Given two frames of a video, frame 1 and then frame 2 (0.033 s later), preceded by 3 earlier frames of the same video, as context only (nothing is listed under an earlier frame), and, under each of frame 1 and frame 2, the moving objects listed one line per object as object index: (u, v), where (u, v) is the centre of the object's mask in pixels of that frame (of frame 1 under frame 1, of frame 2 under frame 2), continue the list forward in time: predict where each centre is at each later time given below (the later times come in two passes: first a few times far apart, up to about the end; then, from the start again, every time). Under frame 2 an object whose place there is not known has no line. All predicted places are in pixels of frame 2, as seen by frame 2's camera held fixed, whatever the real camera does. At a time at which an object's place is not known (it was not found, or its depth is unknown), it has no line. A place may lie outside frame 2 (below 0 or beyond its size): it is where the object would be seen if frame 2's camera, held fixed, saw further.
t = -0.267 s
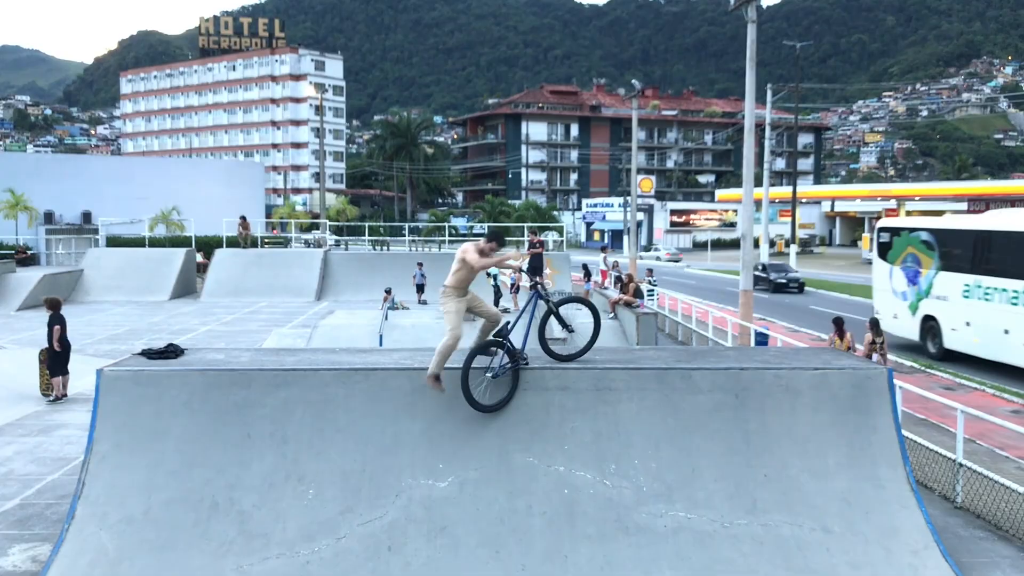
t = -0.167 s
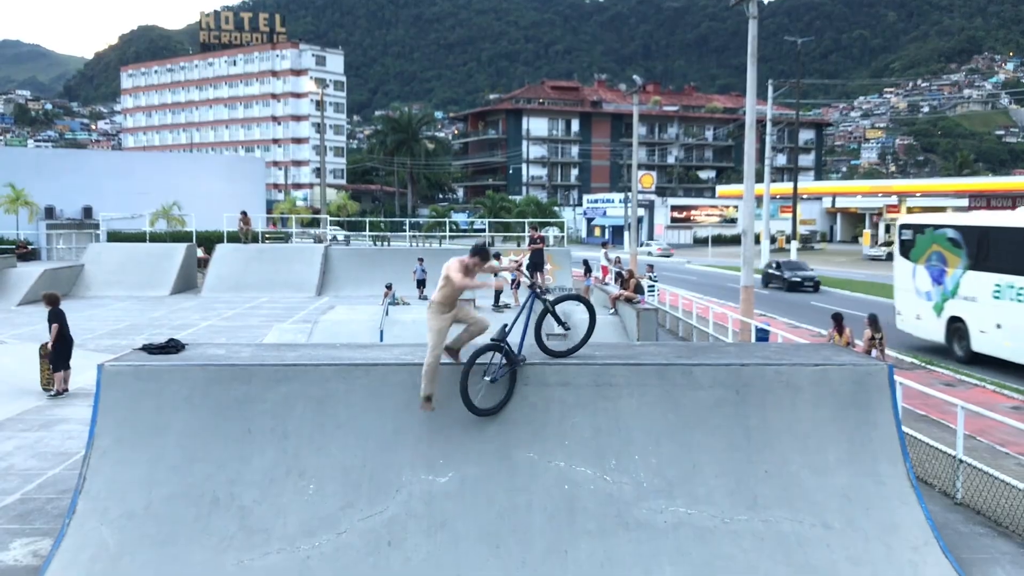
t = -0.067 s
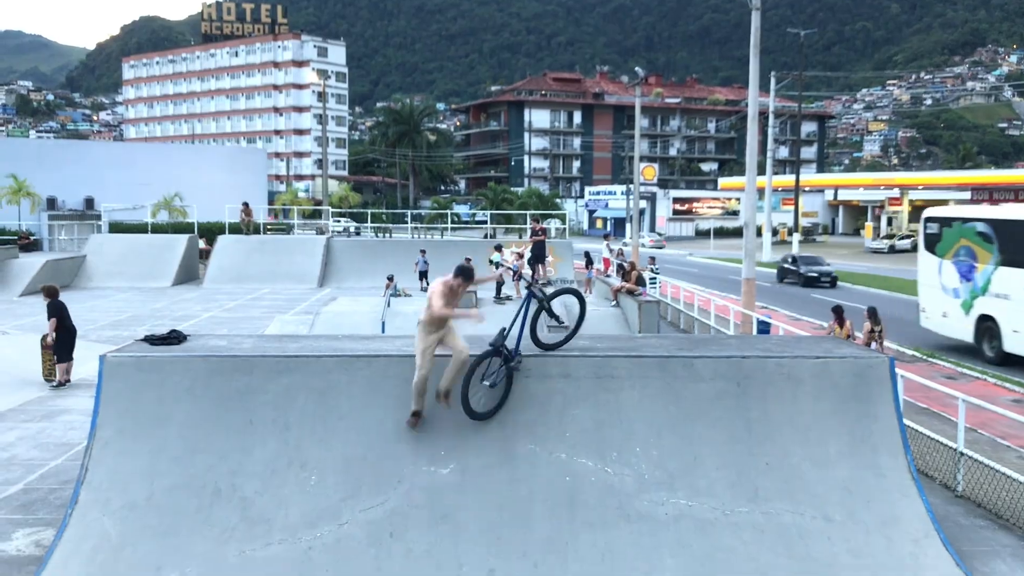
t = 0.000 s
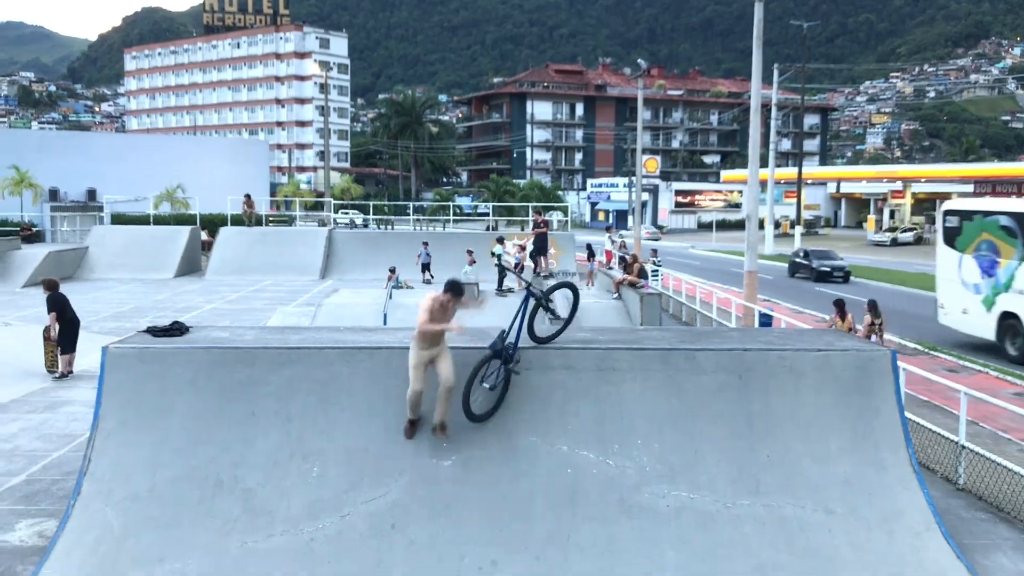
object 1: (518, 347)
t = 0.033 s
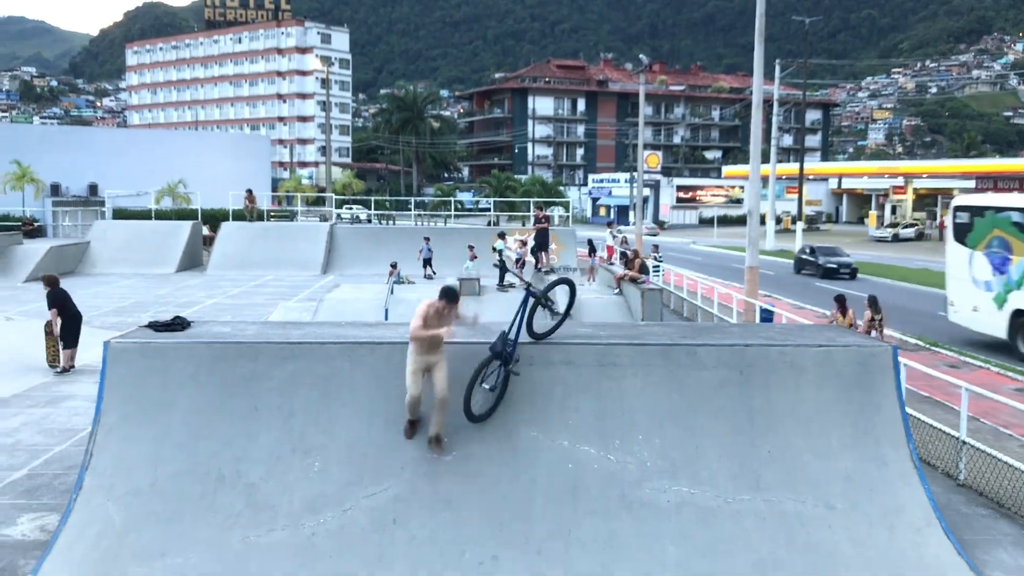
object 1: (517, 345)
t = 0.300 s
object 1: (500, 394)
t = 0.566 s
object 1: (510, 498)
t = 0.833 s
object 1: (574, 565)
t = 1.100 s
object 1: (633, 567)
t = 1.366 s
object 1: (701, 602)
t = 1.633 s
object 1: (719, 635)
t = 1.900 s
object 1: (723, 650)
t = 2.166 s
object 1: (721, 657)
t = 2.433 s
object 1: (718, 657)
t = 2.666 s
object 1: (718, 657)
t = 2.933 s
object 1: (718, 657)
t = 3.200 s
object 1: (717, 657)
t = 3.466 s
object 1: (717, 658)
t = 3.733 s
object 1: (717, 658)
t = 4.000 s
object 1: (717, 657)
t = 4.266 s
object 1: (717, 657)
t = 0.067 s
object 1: (515, 348)
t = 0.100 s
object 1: (513, 351)
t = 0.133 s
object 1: (511, 354)
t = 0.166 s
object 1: (510, 358)
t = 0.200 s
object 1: (508, 364)
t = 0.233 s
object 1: (506, 371)
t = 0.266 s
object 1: (503, 383)
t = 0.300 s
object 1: (500, 394)
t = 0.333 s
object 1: (500, 403)
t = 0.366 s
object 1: (497, 415)
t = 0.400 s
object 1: (496, 429)
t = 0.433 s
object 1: (495, 444)
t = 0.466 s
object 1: (495, 460)
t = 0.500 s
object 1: (499, 475)
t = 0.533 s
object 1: (503, 488)
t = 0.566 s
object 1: (510, 498)
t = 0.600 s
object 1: (516, 507)
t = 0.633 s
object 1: (522, 515)
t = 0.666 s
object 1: (527, 526)
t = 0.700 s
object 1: (533, 539)
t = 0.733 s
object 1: (538, 551)
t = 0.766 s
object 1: (546, 555)
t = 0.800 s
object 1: (558, 559)
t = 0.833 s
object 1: (574, 565)
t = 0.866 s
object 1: (594, 573)
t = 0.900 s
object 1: (599, 567)
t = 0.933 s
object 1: (598, 560)
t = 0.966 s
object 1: (604, 556)
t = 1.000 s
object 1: (608, 555)
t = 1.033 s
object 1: (619, 559)
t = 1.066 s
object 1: (625, 561)
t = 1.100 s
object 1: (633, 567)
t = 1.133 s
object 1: (645, 576)
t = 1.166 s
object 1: (655, 583)
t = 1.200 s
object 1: (667, 594)
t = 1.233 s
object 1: (681, 605)
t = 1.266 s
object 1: (692, 605)
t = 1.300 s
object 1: (697, 602)
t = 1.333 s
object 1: (698, 601)
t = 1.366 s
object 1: (701, 602)
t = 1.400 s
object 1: (703, 606)
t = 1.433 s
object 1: (706, 610)
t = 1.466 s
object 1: (708, 615)
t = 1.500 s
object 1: (711, 621)
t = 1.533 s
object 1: (714, 626)
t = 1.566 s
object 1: (716, 633)
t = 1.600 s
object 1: (718, 636)
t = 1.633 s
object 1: (719, 635)
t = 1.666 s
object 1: (720, 634)
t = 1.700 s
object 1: (721, 635)
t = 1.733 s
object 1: (723, 638)
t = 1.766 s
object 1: (723, 639)
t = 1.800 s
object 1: (723, 641)
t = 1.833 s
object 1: (723, 645)
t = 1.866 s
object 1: (722, 649)
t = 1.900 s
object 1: (723, 650)
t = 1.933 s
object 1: (723, 650)
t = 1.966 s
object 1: (722, 652)
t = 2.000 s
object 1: (722, 653)
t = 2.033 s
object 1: (722, 655)
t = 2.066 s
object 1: (722, 655)
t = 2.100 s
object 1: (721, 655)
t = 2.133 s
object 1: (721, 656)
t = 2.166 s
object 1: (721, 657)
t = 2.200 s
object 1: (720, 657)
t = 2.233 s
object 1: (719, 657)
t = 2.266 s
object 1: (719, 657)
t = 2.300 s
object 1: (719, 657)
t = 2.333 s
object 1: (718, 657)
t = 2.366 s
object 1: (718, 657)
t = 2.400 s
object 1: (718, 657)
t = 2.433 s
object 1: (718, 657)
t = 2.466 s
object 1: (717, 657)
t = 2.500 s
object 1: (717, 657)
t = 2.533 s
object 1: (718, 658)
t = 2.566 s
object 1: (718, 657)
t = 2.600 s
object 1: (718, 657)
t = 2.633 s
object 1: (718, 657)
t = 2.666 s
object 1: (718, 657)
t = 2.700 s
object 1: (718, 657)
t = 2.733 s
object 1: (718, 657)
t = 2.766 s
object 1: (718, 657)
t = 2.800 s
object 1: (718, 658)
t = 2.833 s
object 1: (718, 658)
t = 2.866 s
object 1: (718, 658)
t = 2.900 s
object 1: (717, 657)
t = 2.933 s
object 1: (718, 657)
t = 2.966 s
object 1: (718, 658)
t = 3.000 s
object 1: (718, 658)
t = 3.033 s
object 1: (717, 658)
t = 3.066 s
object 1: (717, 658)
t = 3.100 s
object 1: (717, 658)
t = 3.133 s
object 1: (717, 658)
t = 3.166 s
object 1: (717, 658)
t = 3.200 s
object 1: (717, 657)
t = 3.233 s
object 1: (717, 658)
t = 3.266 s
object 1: (717, 658)
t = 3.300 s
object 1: (717, 658)
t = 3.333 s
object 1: (717, 658)
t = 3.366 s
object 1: (717, 658)
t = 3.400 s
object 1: (717, 658)
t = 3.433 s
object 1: (717, 658)
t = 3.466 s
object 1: (717, 658)
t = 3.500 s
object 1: (717, 658)
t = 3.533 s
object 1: (717, 657)
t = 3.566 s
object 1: (717, 658)
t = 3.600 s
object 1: (717, 658)
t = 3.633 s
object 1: (717, 658)
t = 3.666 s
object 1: (717, 658)
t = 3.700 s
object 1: (717, 658)
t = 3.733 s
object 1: (717, 658)
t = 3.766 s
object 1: (717, 658)
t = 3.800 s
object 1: (717, 658)
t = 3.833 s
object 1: (717, 658)
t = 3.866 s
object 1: (717, 658)
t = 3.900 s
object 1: (717, 658)
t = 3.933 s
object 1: (717, 658)
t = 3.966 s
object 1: (717, 658)
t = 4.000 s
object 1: (717, 657)
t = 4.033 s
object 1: (717, 657)
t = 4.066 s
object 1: (717, 657)
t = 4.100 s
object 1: (717, 657)
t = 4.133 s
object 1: (717, 657)
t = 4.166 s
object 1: (717, 657)
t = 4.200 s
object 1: (717, 657)
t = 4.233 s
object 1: (717, 657)
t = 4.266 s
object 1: (717, 657)
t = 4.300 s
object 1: (717, 657)
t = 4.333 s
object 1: (717, 657)
